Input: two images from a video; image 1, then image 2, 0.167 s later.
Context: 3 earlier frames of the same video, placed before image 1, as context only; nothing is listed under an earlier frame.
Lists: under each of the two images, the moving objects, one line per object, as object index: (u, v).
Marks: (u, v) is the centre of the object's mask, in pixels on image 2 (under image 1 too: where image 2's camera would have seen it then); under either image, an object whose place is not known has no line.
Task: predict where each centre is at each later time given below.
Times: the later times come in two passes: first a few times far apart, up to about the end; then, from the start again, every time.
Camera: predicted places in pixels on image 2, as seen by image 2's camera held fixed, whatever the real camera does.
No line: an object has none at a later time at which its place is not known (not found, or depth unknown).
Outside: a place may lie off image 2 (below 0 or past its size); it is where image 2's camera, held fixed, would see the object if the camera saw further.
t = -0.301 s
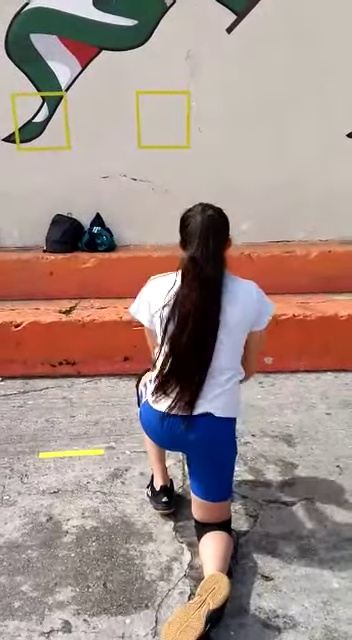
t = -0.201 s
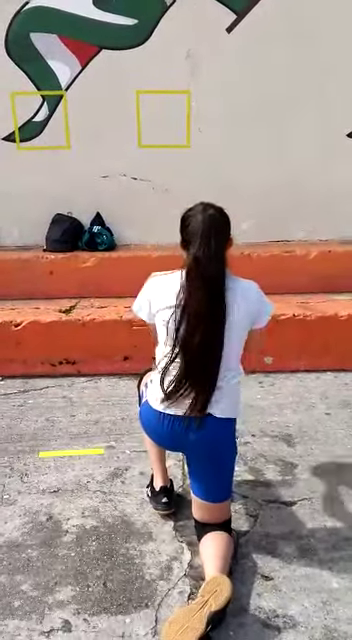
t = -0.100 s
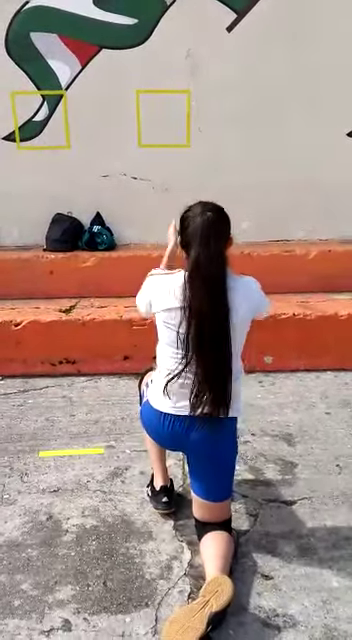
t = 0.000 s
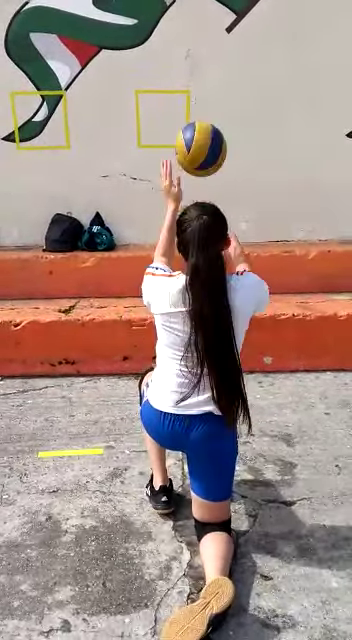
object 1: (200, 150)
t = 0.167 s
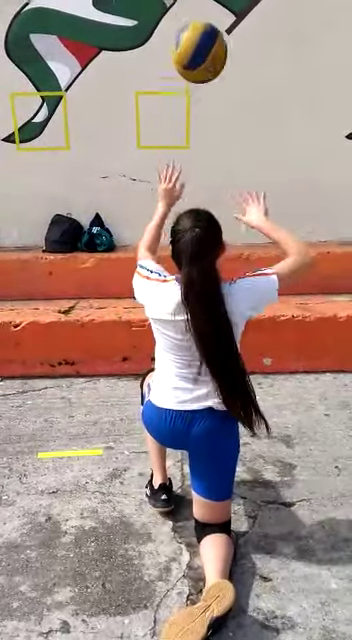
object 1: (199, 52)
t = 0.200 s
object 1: (199, 41)
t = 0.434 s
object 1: (197, 49)
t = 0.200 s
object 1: (199, 41)
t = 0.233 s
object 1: (199, 32)
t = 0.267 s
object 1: (198, 28)
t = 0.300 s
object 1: (198, 27)
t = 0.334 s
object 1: (197, 27)
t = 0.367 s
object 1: (197, 30)
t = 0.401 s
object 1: (197, 38)
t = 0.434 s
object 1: (197, 49)
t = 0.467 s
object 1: (197, 64)
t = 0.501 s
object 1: (197, 82)
